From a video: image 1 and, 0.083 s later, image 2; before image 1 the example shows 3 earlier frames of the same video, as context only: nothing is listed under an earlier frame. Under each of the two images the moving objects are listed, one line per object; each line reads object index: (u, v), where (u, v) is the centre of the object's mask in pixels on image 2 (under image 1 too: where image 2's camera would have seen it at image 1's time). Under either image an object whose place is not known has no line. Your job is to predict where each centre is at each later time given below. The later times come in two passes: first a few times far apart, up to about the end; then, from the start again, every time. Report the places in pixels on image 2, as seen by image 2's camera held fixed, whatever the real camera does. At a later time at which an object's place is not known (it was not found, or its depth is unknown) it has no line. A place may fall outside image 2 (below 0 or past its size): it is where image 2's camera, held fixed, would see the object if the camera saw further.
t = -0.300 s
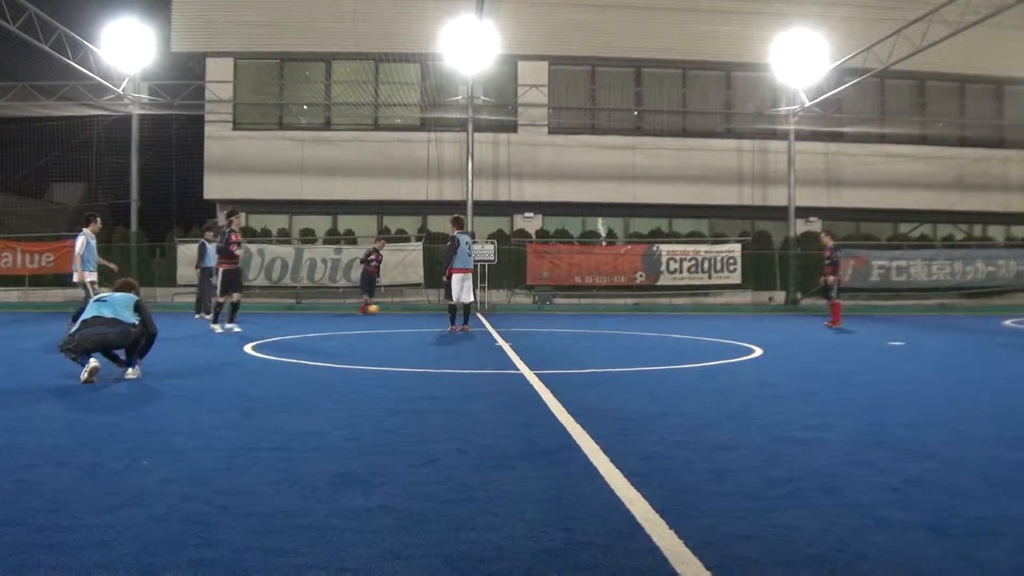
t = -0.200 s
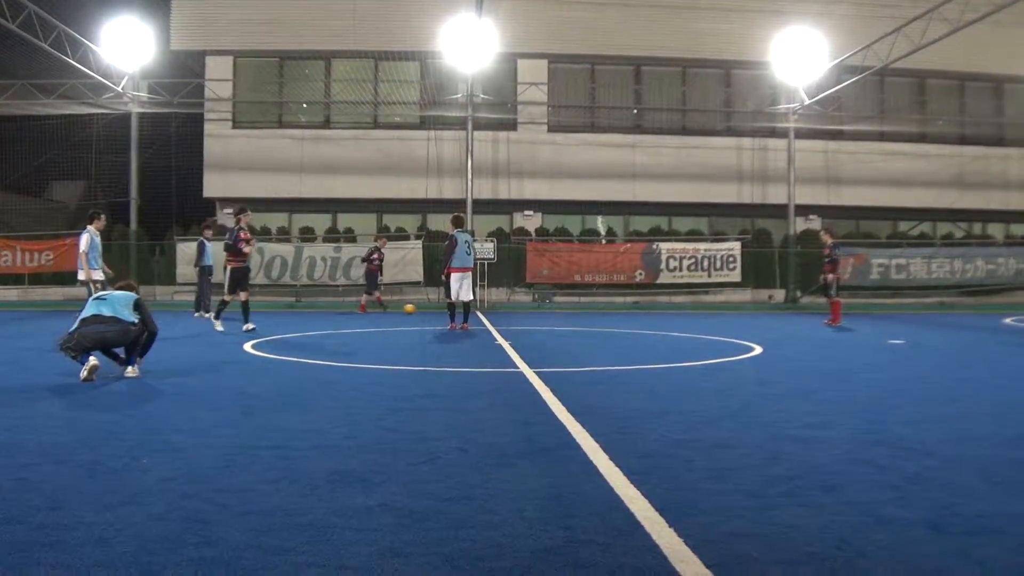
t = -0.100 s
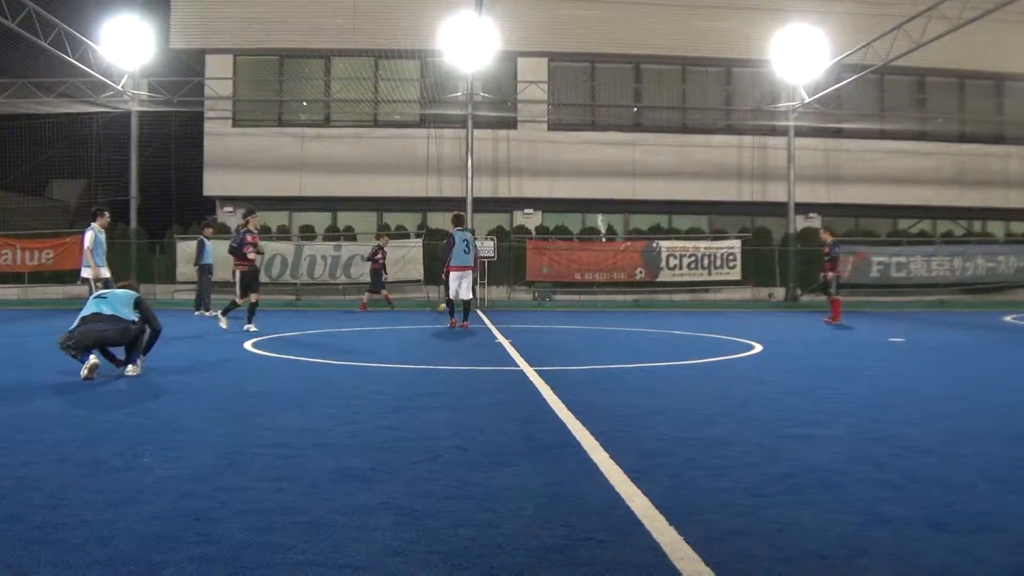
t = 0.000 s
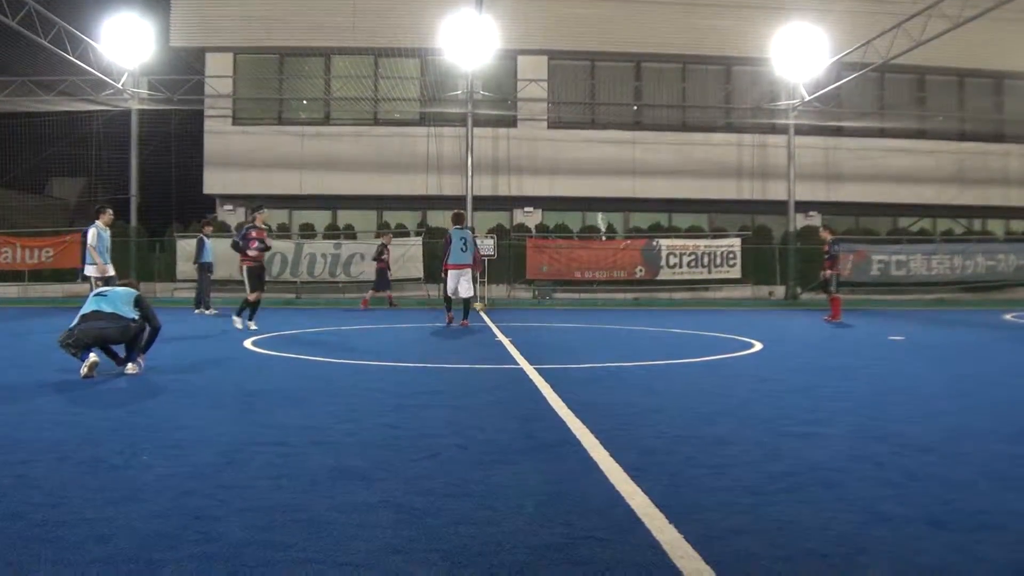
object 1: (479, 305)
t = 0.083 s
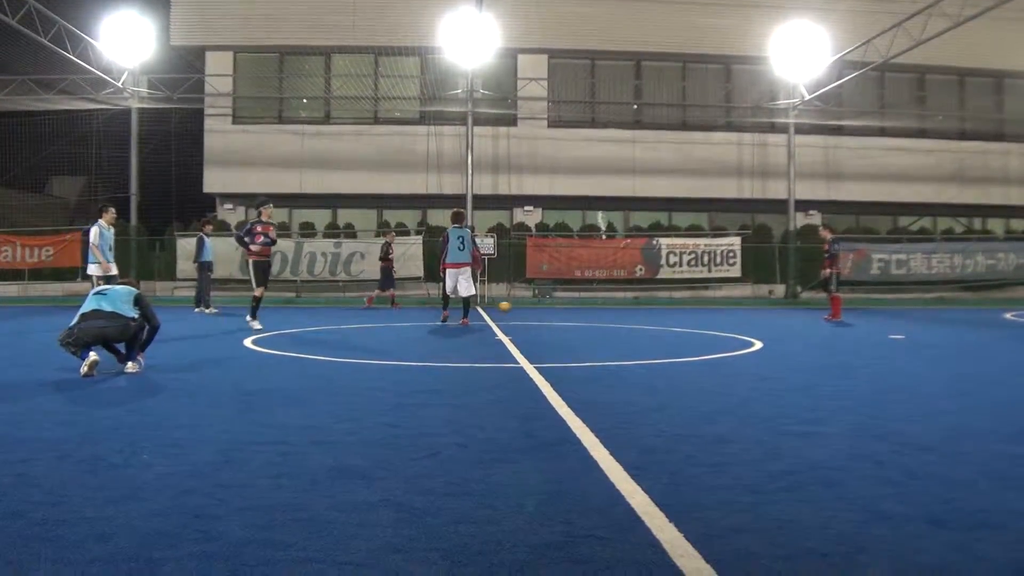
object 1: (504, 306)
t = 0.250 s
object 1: (555, 306)
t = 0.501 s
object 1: (622, 308)
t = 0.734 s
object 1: (680, 309)
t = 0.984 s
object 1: (745, 312)
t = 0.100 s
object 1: (509, 307)
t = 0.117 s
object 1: (514, 306)
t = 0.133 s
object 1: (520, 307)
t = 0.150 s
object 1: (524, 307)
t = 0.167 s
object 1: (530, 306)
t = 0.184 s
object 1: (535, 306)
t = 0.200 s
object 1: (540, 307)
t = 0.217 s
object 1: (545, 305)
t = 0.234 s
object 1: (550, 306)
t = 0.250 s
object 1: (555, 306)
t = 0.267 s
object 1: (560, 306)
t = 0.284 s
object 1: (565, 307)
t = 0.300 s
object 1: (569, 307)
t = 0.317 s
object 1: (574, 307)
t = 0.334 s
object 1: (578, 307)
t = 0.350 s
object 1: (583, 307)
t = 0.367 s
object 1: (588, 308)
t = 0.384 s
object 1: (592, 308)
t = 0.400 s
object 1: (596, 308)
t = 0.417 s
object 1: (601, 308)
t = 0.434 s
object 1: (605, 308)
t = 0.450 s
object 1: (609, 309)
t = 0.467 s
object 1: (614, 309)
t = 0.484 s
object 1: (618, 308)
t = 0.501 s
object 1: (622, 308)
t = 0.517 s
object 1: (626, 308)
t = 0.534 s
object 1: (631, 309)
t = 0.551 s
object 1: (635, 308)
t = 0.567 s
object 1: (639, 309)
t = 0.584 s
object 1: (643, 309)
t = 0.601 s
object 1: (647, 310)
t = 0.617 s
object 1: (652, 310)
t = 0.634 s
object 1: (656, 310)
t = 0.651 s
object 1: (660, 310)
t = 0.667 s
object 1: (664, 310)
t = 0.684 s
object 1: (668, 310)
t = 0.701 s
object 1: (673, 310)
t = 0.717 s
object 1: (677, 308)
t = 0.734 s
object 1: (680, 309)
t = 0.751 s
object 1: (685, 309)
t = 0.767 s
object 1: (690, 310)
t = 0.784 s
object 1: (695, 310)
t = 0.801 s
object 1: (698, 310)
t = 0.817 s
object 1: (702, 310)
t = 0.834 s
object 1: (706, 311)
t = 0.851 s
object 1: (711, 311)
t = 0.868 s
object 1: (715, 312)
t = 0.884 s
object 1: (719, 312)
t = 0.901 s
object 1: (724, 312)
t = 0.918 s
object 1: (728, 312)
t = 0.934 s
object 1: (732, 312)
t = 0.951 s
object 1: (736, 312)
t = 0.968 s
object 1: (741, 312)
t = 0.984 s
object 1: (745, 312)
